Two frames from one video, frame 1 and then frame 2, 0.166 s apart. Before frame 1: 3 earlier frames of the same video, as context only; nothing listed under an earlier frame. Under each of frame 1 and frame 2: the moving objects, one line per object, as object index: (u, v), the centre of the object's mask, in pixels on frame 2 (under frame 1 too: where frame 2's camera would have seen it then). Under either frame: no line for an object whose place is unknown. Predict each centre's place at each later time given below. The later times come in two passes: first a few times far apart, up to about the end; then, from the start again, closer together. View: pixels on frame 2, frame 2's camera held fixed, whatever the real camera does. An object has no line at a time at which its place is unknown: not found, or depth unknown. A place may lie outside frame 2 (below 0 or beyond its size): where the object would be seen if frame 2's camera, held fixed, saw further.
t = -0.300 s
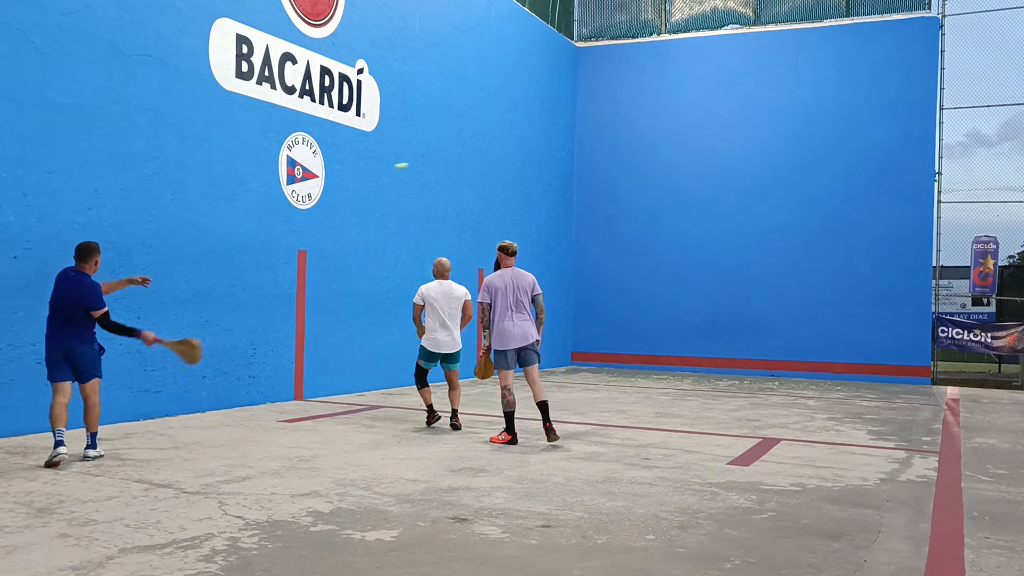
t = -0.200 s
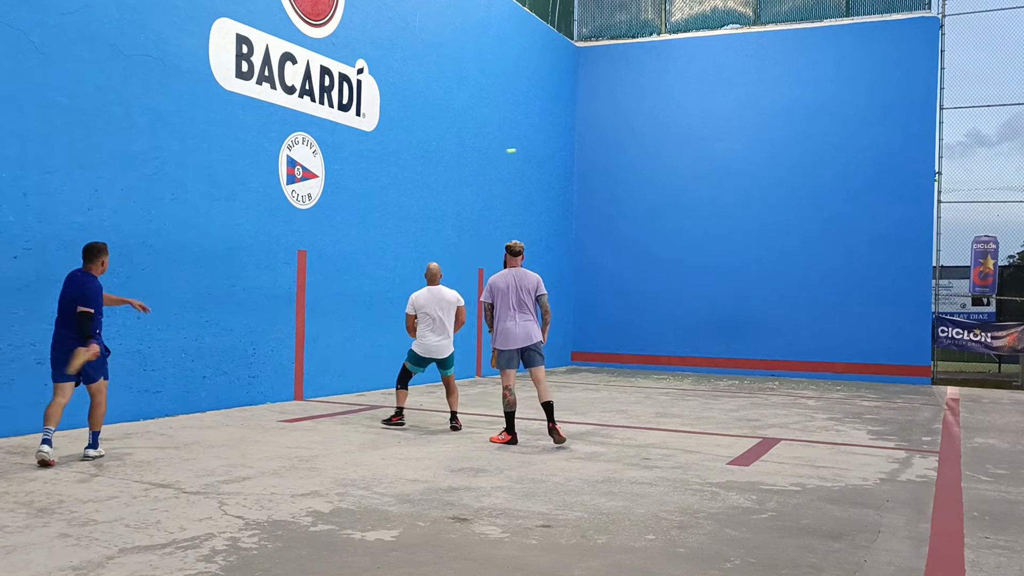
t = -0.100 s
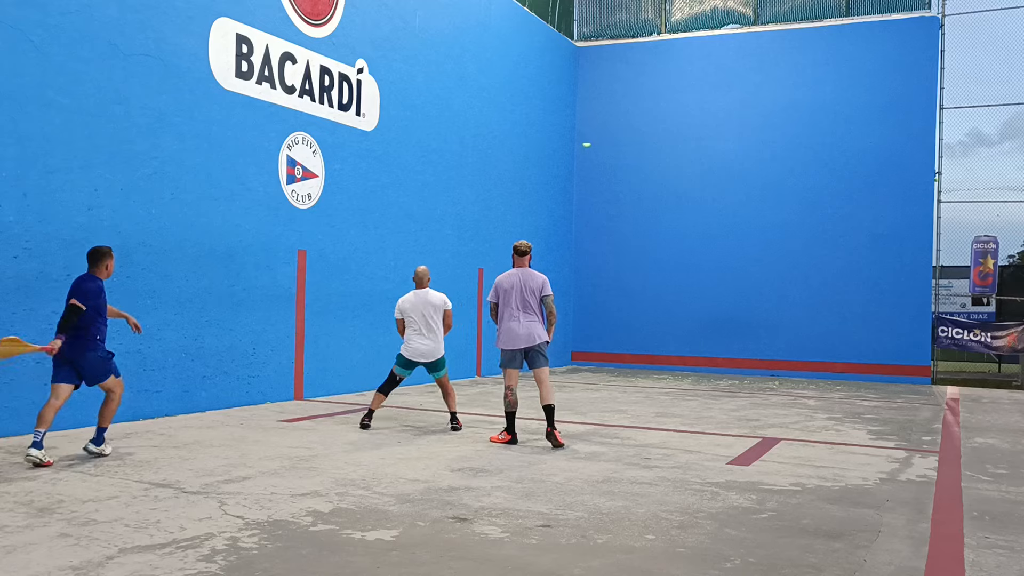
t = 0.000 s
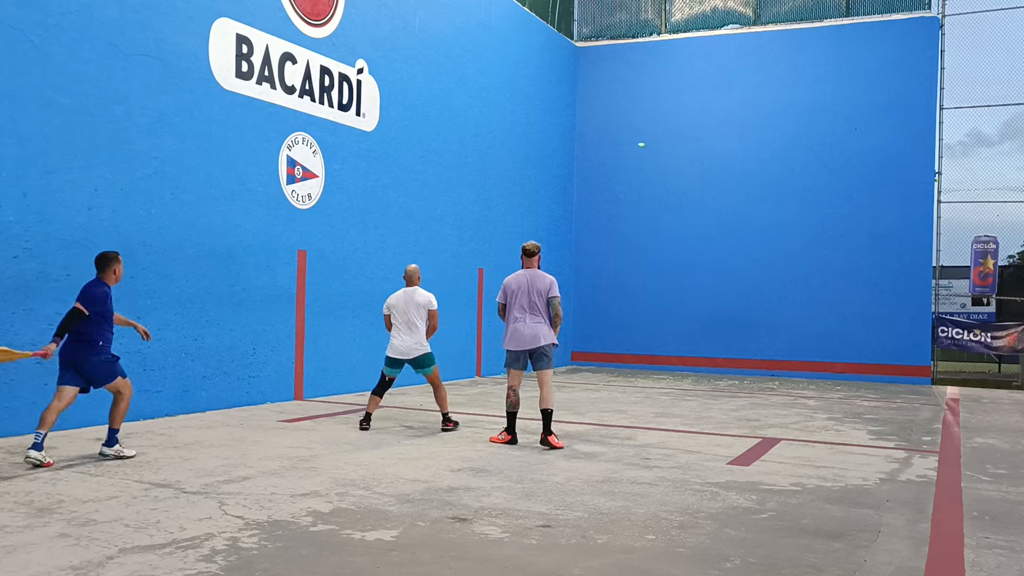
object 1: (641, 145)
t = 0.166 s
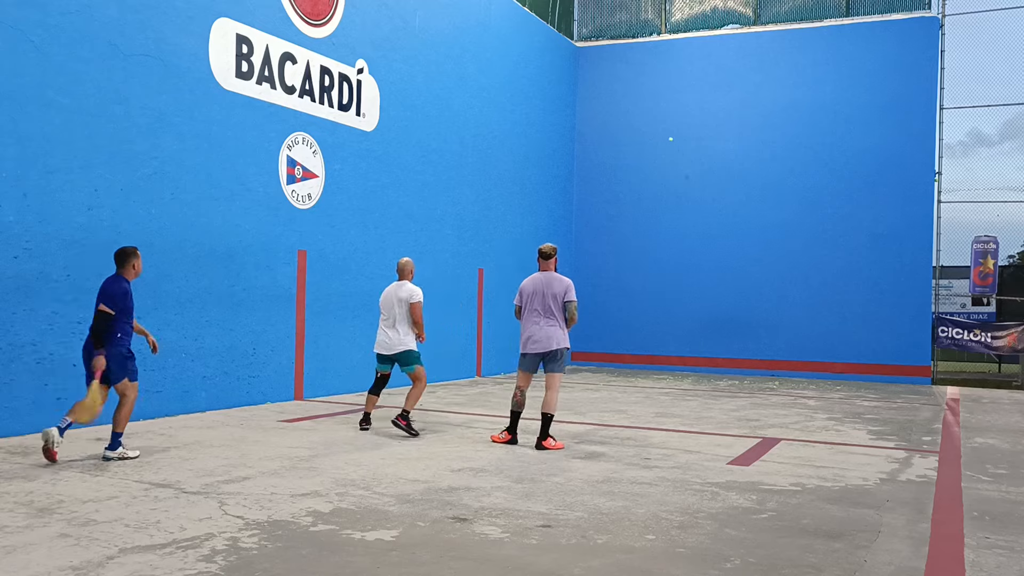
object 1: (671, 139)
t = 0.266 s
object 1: (657, 131)
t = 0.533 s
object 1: (615, 134)
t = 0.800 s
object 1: (556, 196)
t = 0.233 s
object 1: (661, 133)
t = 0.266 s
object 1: (657, 131)
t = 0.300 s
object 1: (652, 129)
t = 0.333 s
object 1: (647, 128)
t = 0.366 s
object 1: (643, 127)
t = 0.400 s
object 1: (637, 127)
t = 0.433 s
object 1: (632, 128)
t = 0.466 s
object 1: (627, 130)
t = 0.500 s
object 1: (621, 132)
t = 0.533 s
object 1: (615, 134)
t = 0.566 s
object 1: (609, 139)
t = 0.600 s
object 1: (602, 143)
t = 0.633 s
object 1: (595, 149)
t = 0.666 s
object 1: (588, 156)
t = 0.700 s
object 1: (581, 164)
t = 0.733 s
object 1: (573, 173)
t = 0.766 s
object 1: (565, 184)
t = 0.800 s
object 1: (556, 196)
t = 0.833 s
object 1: (547, 210)
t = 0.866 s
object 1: (537, 225)
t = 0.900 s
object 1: (527, 242)
